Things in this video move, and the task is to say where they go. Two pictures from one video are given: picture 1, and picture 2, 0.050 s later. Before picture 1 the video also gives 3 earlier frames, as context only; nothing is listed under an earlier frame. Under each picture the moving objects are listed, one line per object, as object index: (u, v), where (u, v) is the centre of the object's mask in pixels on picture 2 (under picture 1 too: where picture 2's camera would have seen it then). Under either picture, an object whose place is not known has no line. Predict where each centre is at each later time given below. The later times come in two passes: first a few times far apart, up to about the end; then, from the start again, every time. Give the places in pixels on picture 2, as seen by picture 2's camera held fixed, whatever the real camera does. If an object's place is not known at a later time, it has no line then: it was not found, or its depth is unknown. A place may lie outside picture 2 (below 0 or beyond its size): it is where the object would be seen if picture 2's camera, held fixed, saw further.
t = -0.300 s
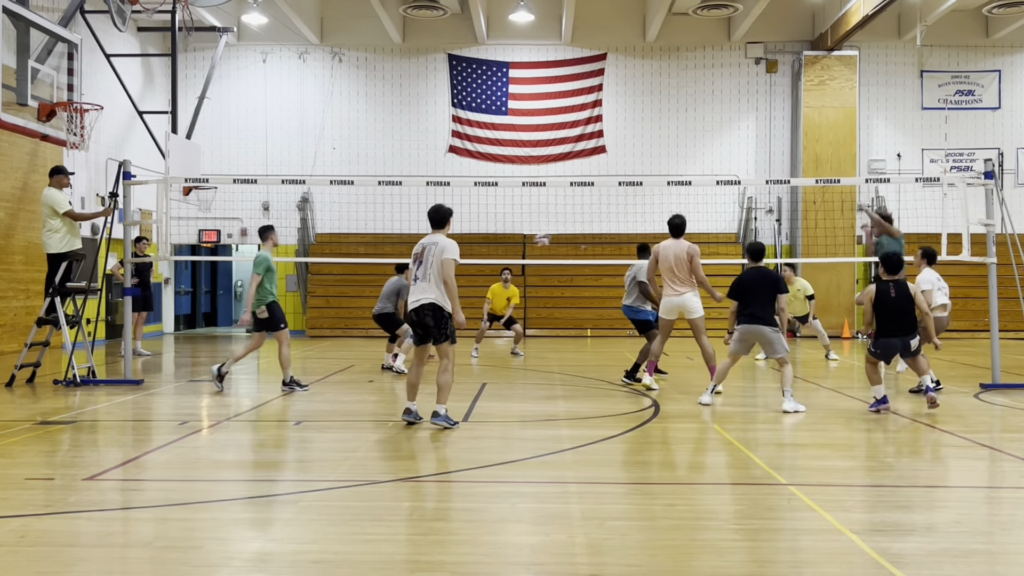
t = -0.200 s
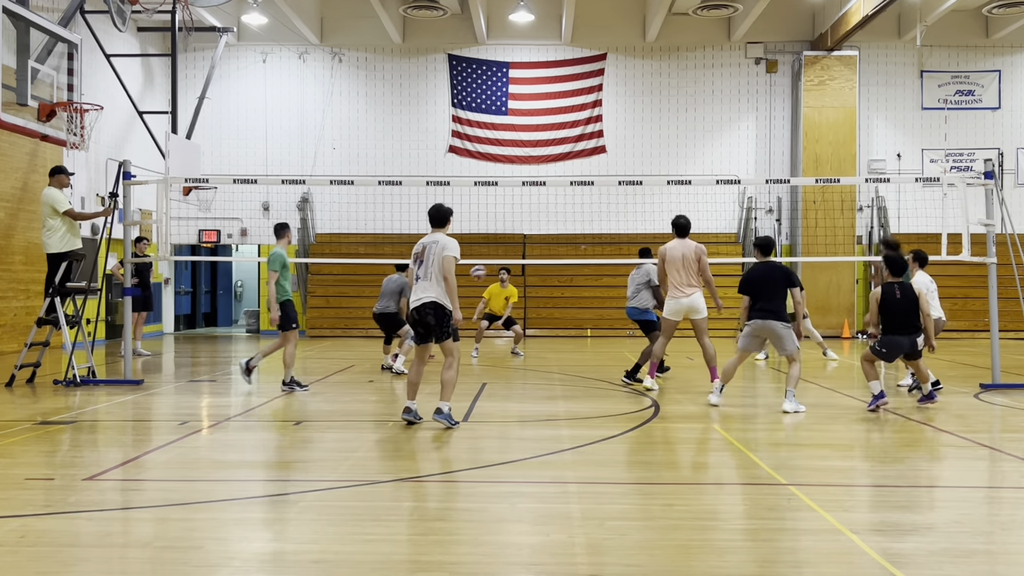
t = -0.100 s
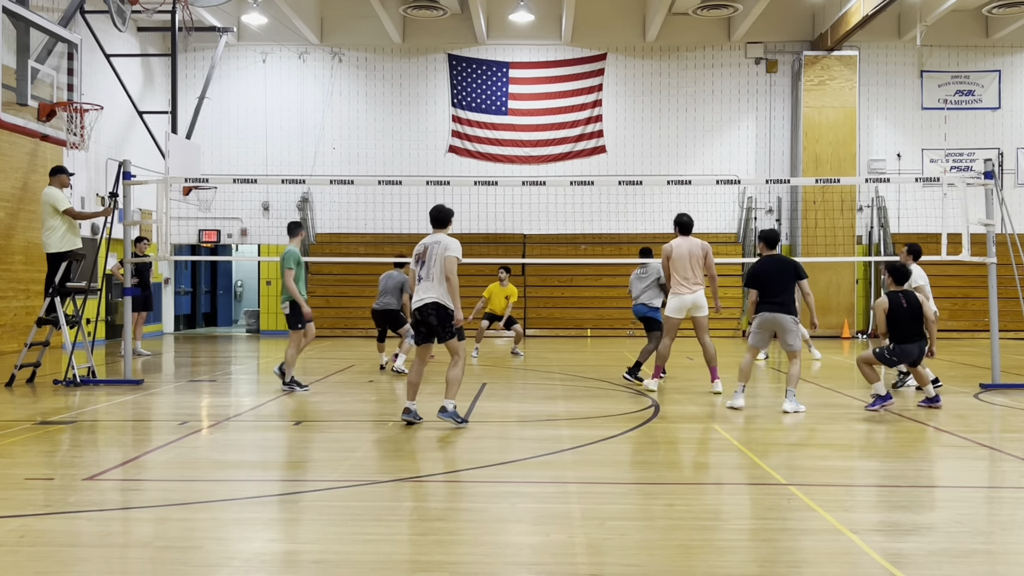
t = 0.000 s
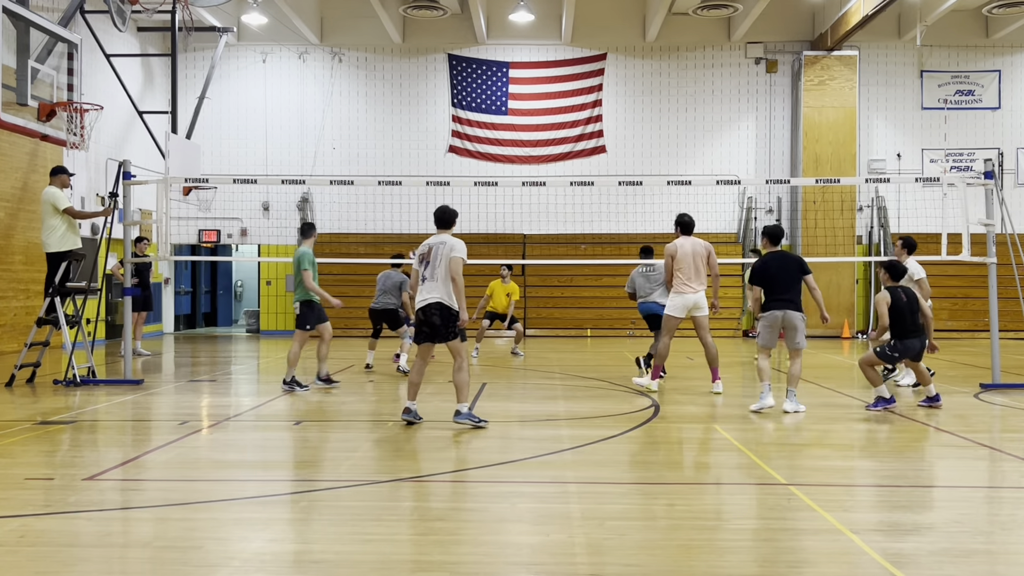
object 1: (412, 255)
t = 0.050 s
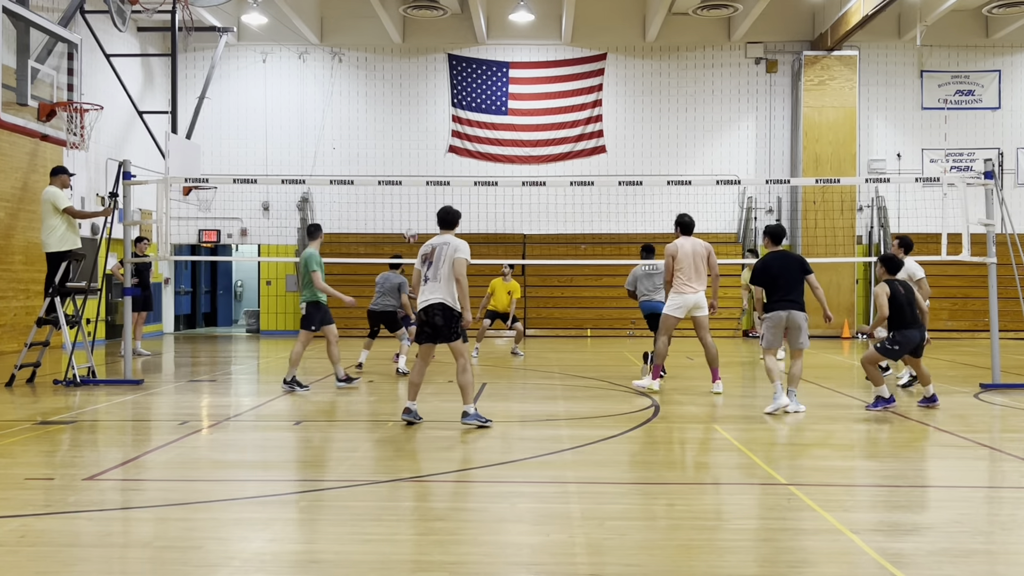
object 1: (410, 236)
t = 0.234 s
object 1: (391, 166)
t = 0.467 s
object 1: (365, 103)
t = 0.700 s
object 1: (336, 77)
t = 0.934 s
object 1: (305, 91)
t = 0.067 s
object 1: (408, 228)
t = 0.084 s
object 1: (406, 222)
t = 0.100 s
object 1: (405, 216)
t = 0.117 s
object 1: (403, 209)
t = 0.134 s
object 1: (402, 202)
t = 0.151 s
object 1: (400, 195)
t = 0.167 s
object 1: (398, 191)
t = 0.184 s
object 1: (397, 188)
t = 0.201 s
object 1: (395, 176)
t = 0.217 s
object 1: (394, 171)
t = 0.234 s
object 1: (391, 166)
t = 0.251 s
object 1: (390, 161)
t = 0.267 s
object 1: (388, 155)
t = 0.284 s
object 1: (386, 150)
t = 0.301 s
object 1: (384, 144)
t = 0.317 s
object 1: (382, 140)
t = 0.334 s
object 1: (381, 135)
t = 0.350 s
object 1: (379, 131)
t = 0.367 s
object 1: (377, 126)
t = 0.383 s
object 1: (375, 122)
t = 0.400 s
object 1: (373, 118)
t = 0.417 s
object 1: (371, 114)
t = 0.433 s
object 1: (369, 111)
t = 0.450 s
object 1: (367, 107)
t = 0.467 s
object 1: (365, 103)
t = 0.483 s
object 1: (363, 101)
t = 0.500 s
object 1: (361, 98)
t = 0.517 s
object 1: (359, 95)
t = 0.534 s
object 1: (357, 92)
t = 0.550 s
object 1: (355, 90)
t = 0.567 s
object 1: (353, 88)
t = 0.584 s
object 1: (351, 85)
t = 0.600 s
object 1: (349, 83)
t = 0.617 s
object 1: (347, 82)
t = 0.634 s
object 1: (345, 80)
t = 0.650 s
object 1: (343, 79)
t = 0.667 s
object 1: (341, 78)
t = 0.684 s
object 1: (338, 78)
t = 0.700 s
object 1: (336, 77)
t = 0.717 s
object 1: (334, 77)
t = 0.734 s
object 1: (332, 77)
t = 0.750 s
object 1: (330, 76)
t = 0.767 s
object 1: (328, 77)
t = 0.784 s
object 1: (326, 77)
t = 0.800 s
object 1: (323, 77)
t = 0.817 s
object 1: (321, 79)
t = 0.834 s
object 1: (319, 79)
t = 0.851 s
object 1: (317, 81)
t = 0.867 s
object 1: (315, 83)
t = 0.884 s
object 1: (312, 84)
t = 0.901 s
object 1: (310, 86)
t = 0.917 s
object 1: (307, 89)
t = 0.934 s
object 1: (305, 91)
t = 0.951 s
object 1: (303, 94)
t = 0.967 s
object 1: (301, 97)
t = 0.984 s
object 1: (298, 100)
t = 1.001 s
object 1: (296, 104)
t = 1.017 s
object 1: (293, 108)
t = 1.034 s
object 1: (291, 112)
